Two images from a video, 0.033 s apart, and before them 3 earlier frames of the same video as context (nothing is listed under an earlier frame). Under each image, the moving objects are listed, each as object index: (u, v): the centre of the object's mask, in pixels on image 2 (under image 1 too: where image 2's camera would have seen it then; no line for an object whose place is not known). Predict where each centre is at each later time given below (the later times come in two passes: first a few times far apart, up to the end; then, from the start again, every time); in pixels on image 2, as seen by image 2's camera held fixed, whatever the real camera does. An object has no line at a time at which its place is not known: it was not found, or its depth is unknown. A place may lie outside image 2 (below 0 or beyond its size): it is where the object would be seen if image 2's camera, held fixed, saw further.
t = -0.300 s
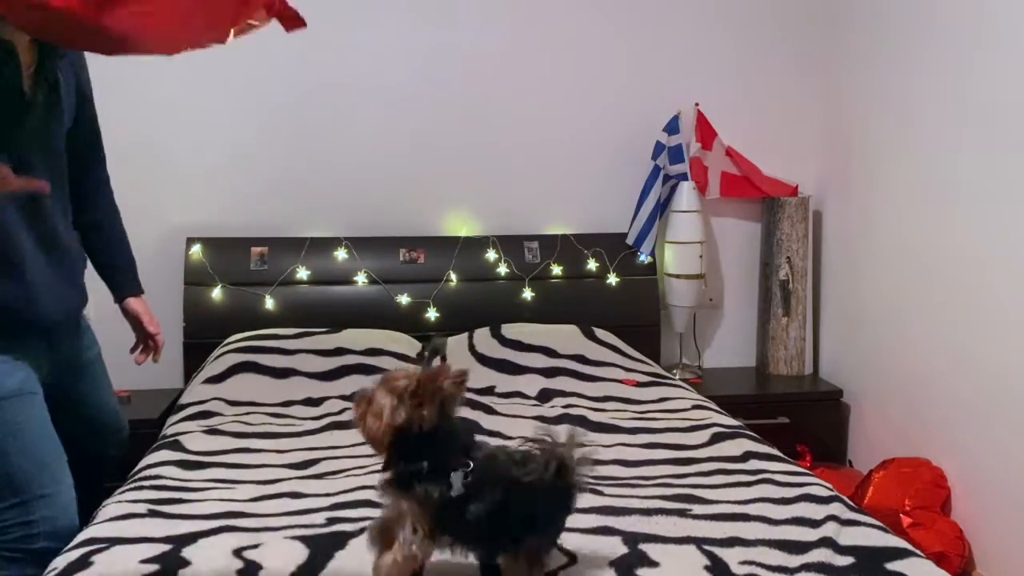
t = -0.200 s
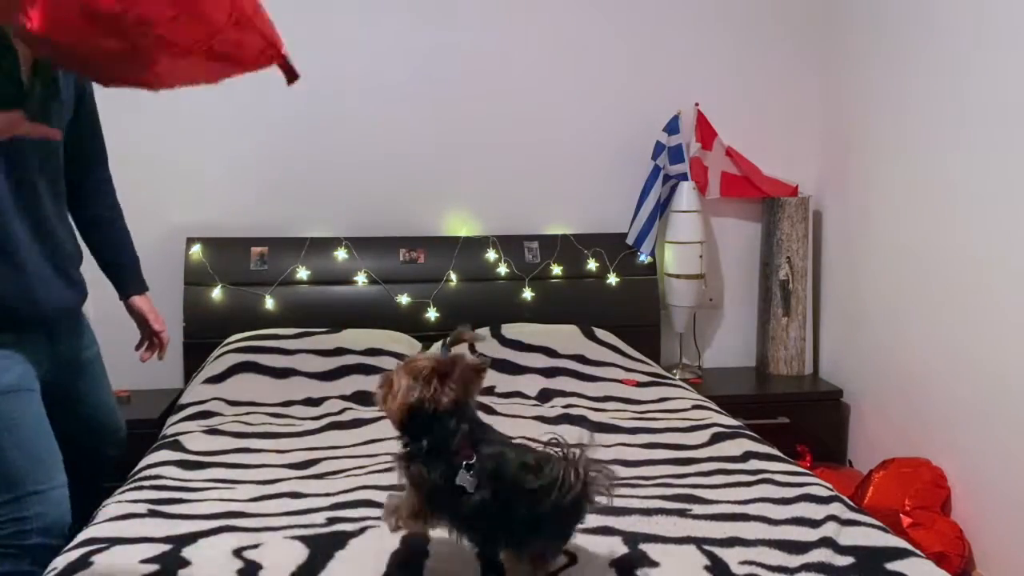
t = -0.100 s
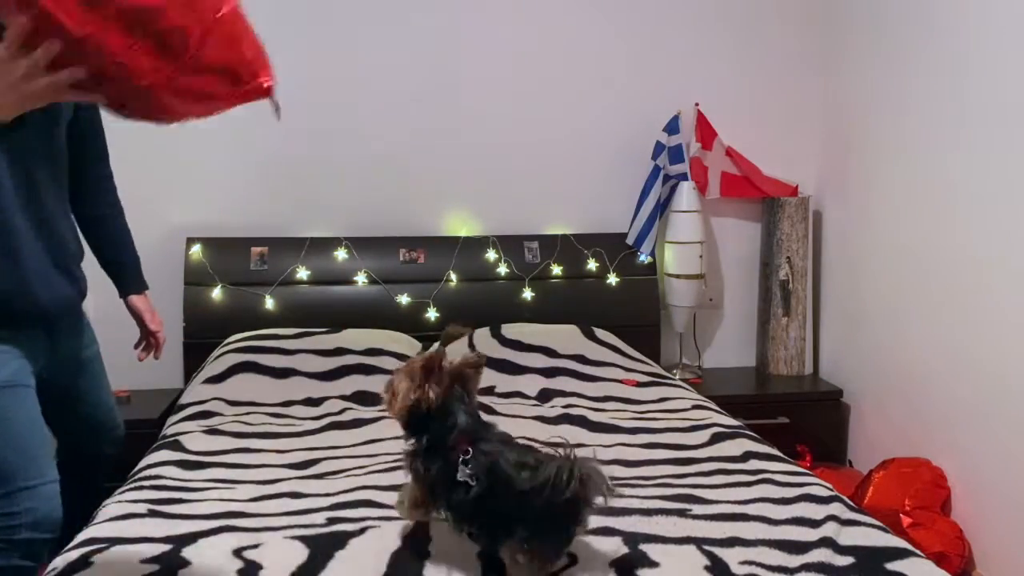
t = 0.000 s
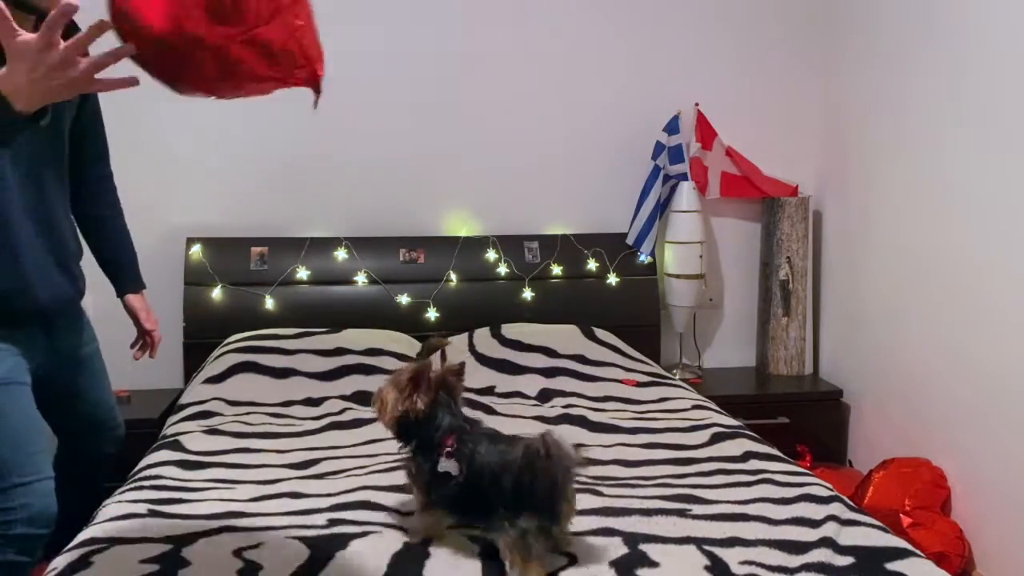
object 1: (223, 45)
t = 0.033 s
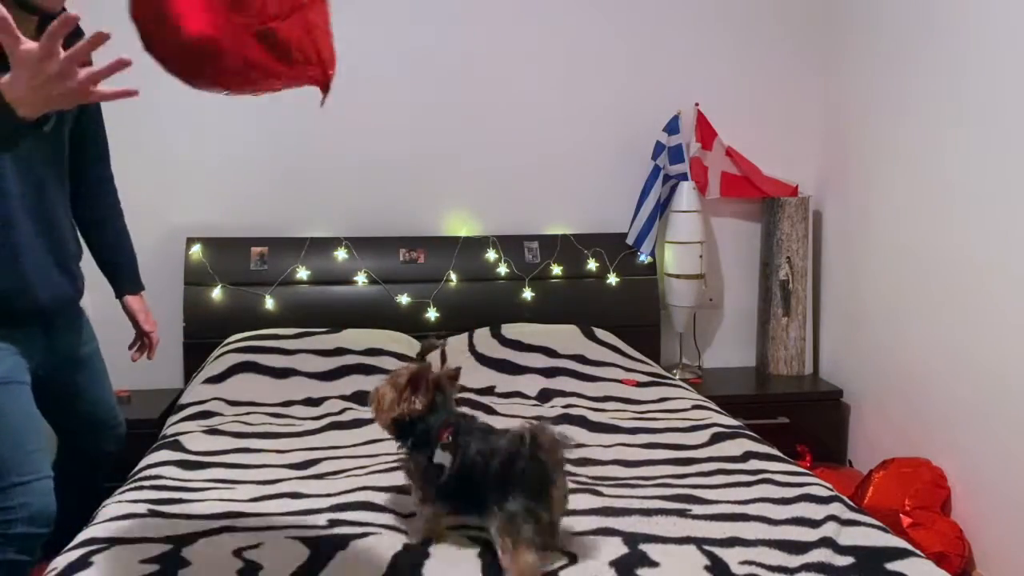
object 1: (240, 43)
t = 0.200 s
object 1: (309, 41)
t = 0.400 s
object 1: (382, 60)
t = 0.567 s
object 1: (421, 130)
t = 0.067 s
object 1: (255, 41)
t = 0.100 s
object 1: (270, 41)
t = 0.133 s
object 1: (284, 40)
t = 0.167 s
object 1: (296, 40)
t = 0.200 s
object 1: (309, 41)
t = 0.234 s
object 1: (321, 42)
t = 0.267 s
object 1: (333, 44)
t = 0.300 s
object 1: (346, 47)
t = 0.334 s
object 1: (358, 50)
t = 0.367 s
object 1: (370, 55)
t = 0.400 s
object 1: (382, 60)
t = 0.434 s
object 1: (394, 67)
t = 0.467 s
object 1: (404, 78)
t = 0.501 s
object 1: (411, 95)
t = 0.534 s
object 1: (416, 112)
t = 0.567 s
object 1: (421, 130)
